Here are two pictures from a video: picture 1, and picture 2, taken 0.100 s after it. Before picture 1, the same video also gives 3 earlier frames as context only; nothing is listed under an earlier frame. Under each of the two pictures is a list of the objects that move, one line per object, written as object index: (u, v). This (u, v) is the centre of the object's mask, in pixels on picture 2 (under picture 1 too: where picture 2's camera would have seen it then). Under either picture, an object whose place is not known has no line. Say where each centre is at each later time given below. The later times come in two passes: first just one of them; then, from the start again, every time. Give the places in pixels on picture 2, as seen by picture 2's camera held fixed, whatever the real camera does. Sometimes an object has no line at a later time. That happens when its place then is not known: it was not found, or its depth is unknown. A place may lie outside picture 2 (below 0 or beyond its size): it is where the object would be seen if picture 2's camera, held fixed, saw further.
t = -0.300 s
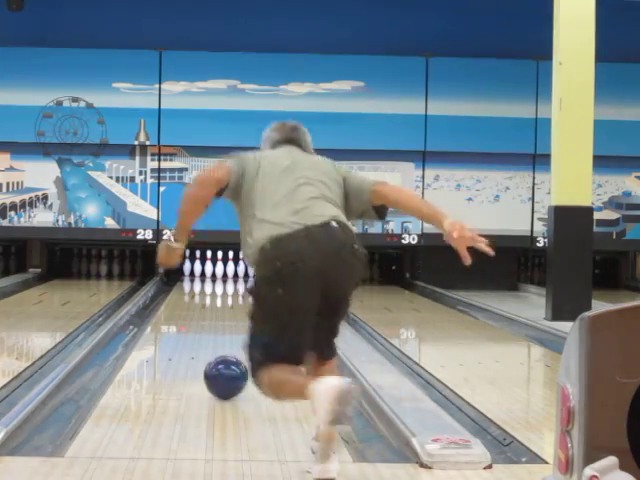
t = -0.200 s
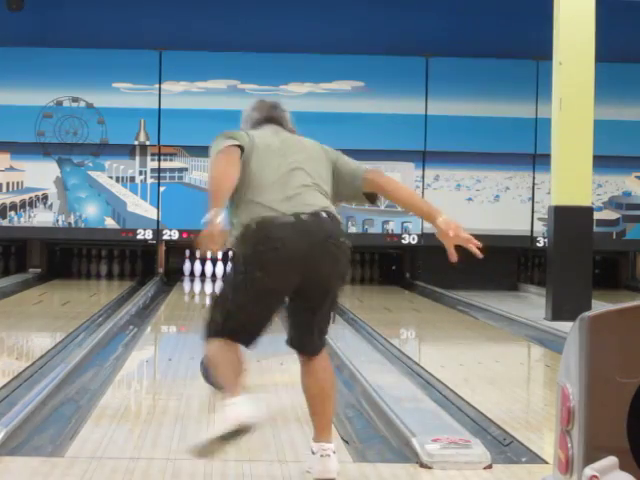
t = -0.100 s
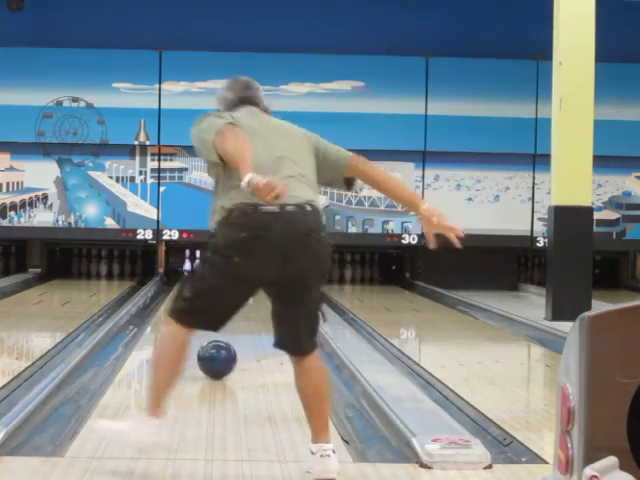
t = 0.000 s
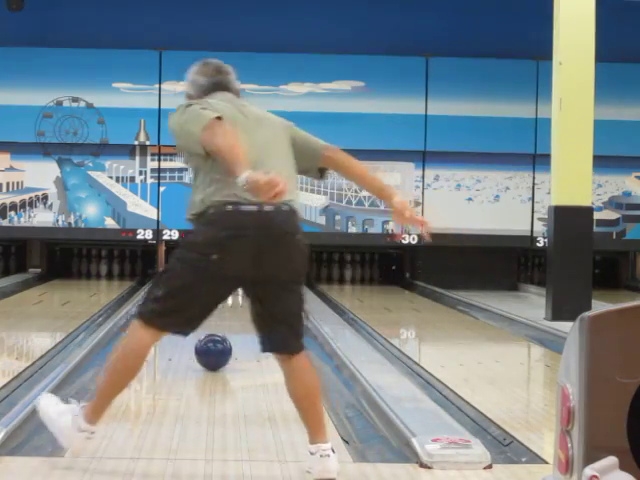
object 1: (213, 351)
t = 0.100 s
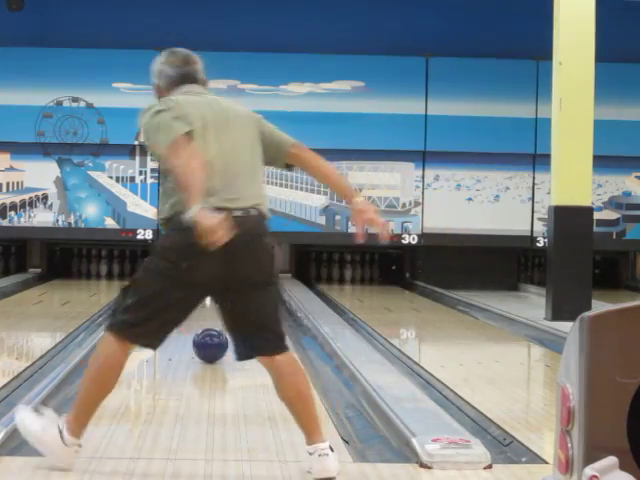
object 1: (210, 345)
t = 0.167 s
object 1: (204, 343)
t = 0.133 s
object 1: (208, 343)
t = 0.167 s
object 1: (204, 343)
